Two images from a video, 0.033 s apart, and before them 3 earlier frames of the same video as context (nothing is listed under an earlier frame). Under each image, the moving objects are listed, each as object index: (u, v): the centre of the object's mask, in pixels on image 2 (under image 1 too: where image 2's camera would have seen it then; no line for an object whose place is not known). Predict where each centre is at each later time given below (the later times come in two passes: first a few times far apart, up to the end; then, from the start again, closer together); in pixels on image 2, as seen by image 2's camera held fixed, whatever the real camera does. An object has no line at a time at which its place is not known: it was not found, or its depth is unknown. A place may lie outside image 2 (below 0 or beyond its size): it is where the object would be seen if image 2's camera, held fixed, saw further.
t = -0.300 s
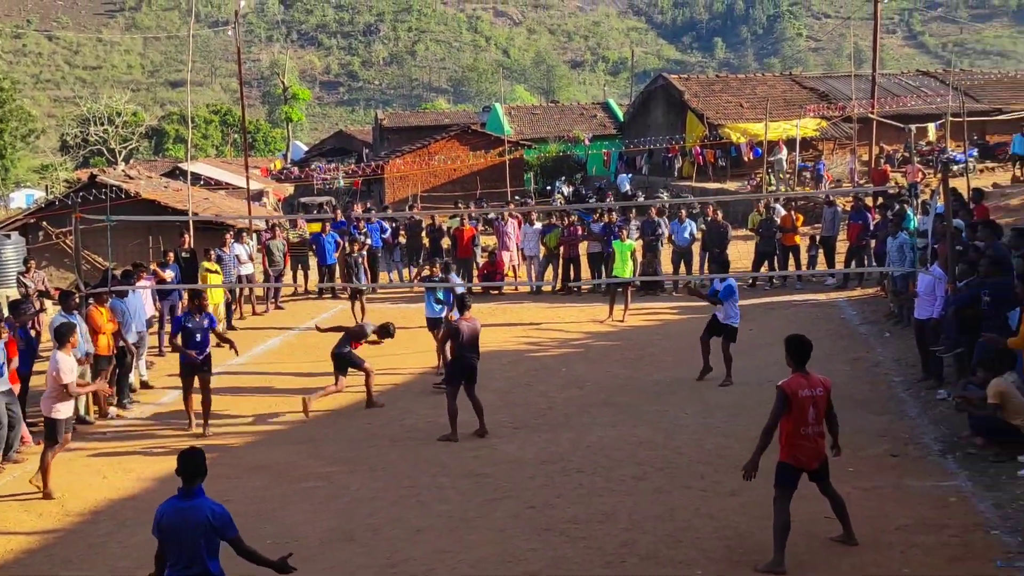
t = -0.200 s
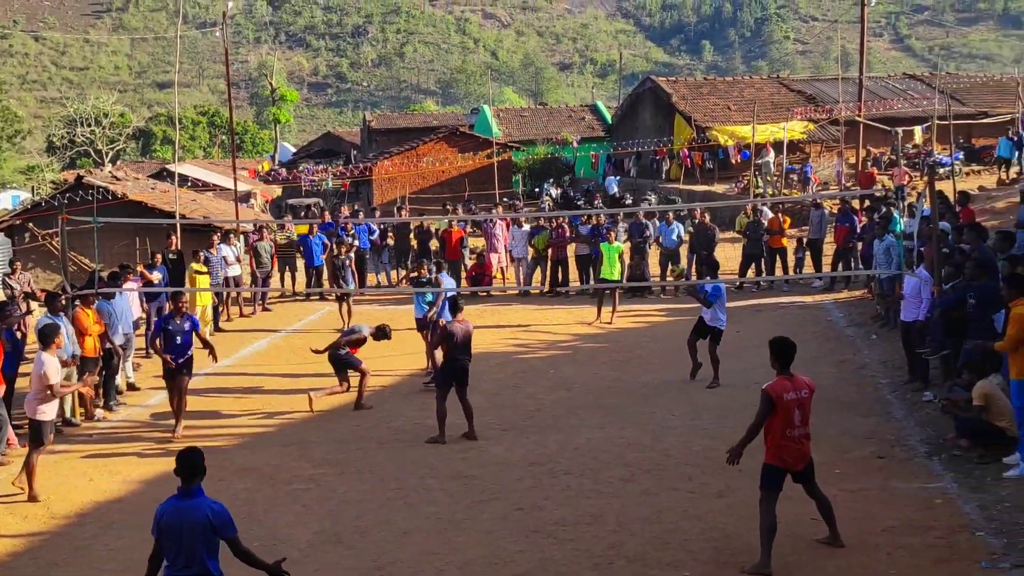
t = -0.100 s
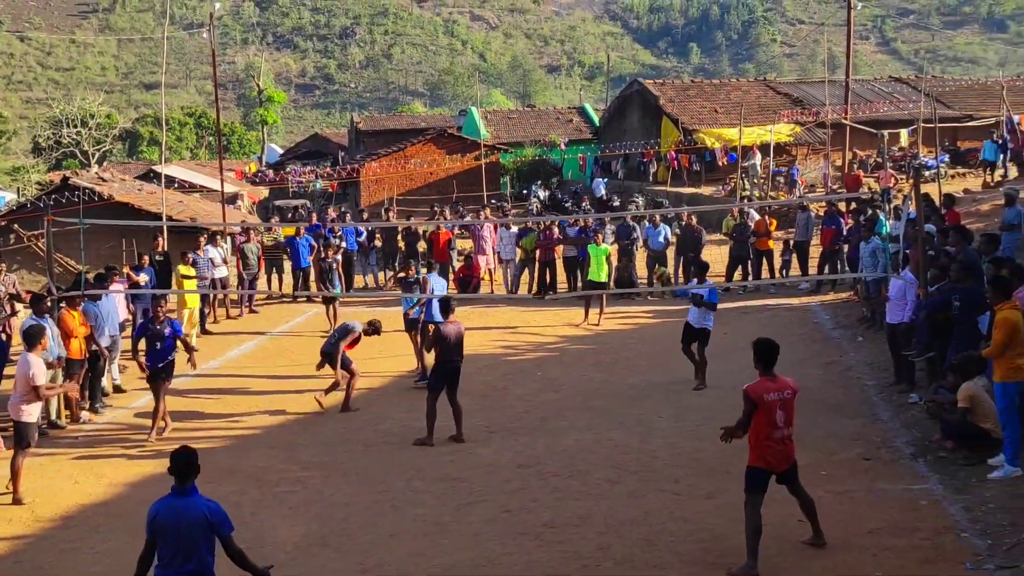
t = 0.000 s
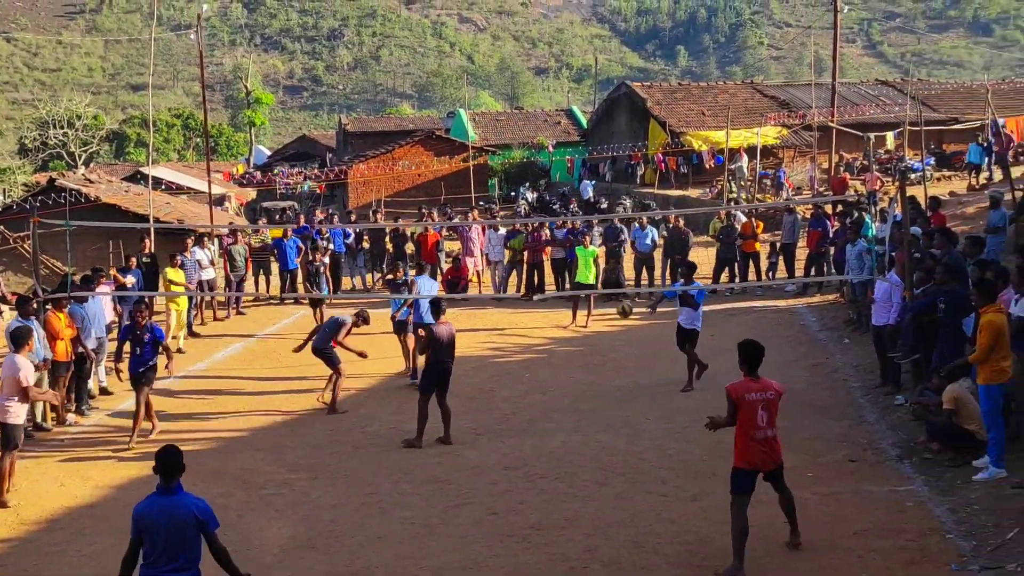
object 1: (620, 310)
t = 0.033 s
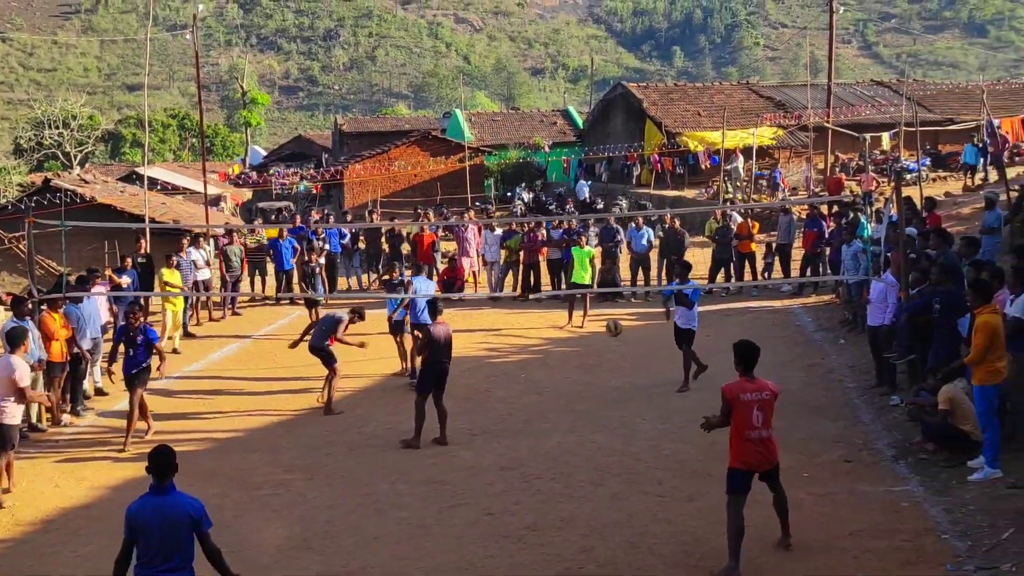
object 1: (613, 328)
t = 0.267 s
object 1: (564, 410)
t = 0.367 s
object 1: (544, 384)
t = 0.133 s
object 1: (592, 394)
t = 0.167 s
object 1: (584, 419)
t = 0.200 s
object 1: (576, 433)
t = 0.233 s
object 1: (570, 421)
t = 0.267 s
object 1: (564, 410)
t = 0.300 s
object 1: (558, 401)
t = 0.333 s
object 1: (551, 392)
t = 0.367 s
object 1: (544, 384)
